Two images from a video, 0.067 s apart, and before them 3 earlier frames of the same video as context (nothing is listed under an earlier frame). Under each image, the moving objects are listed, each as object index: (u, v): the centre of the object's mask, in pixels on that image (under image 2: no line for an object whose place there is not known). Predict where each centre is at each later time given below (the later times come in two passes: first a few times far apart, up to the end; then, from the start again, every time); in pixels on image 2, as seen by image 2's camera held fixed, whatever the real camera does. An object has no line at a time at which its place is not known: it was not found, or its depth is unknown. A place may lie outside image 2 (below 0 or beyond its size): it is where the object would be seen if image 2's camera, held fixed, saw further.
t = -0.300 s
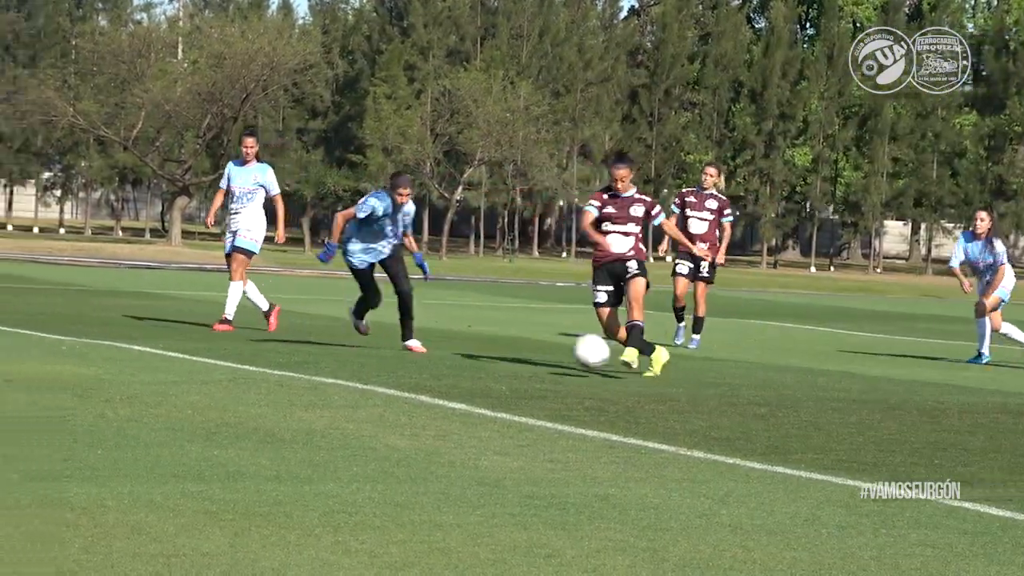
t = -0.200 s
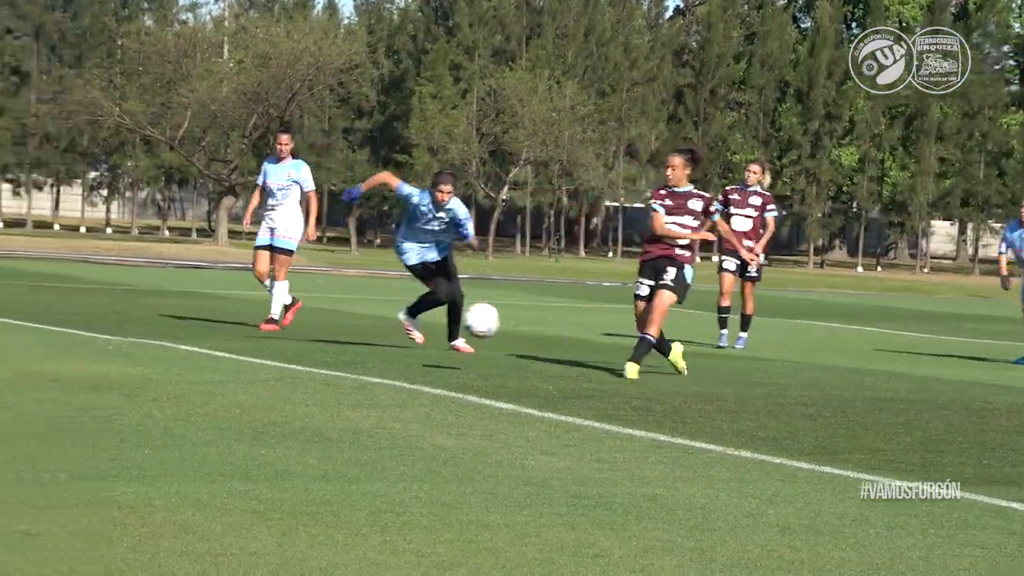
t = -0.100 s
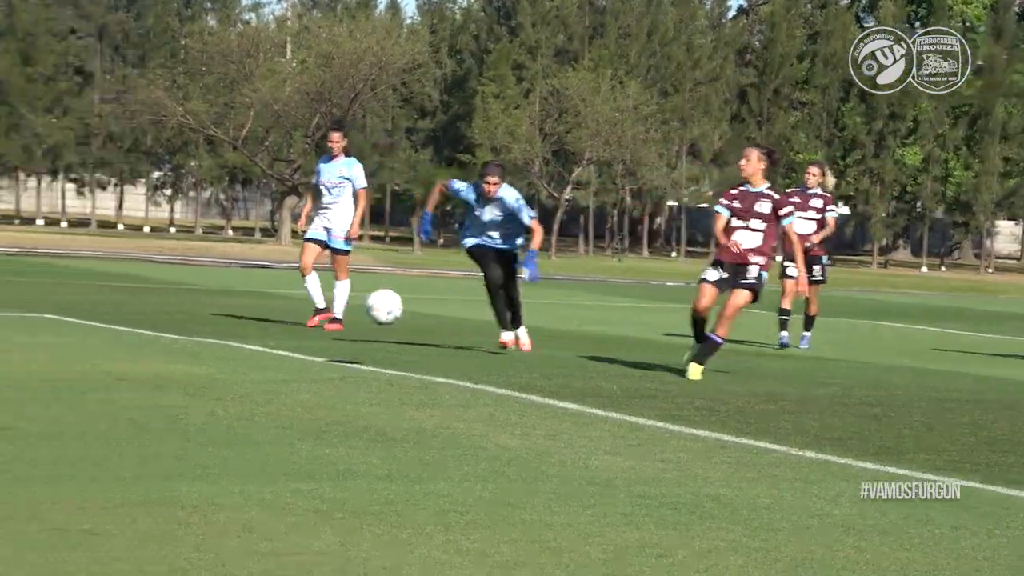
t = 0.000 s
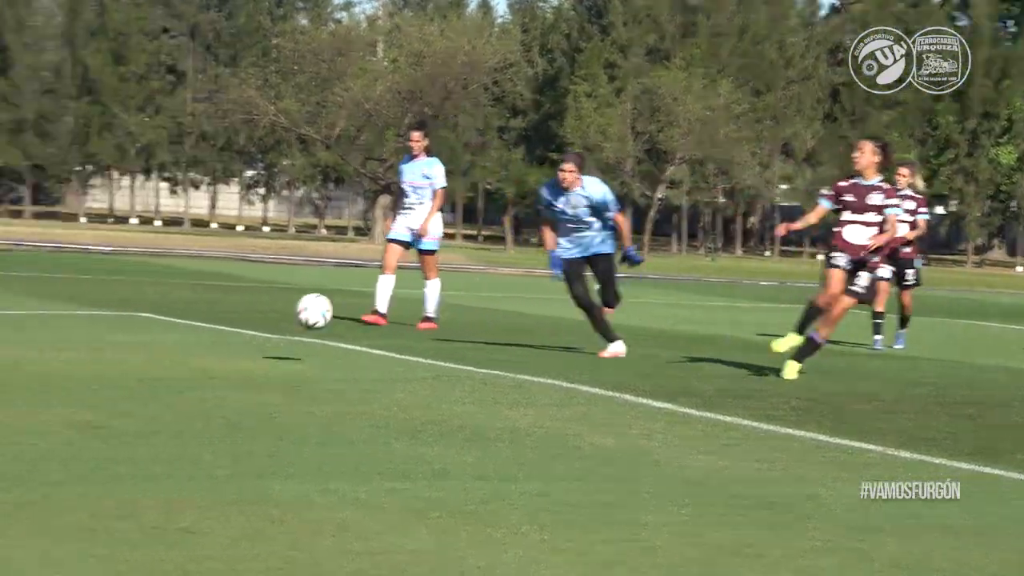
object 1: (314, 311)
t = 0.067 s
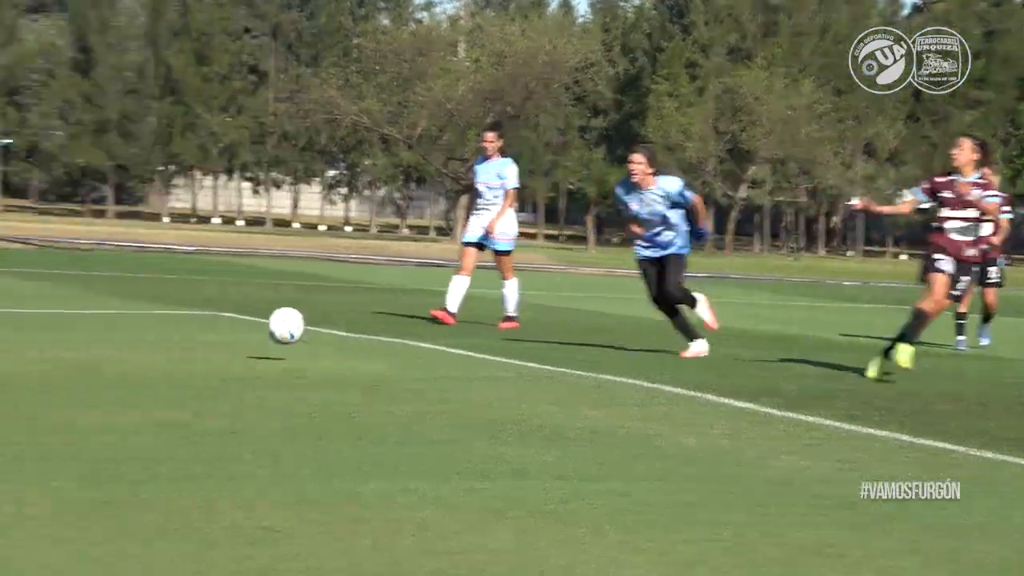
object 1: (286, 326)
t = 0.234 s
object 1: (57, 308)
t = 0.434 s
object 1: (-199, 303)
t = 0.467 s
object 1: (-242, 310)
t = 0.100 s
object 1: (229, 336)
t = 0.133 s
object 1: (179, 339)
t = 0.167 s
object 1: (140, 326)
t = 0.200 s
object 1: (98, 316)
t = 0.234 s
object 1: (57, 308)
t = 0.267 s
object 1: (17, 301)
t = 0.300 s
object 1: (-26, 298)
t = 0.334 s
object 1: (-68, 296)
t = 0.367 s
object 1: (-111, 296)
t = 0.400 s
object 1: (-154, 299)
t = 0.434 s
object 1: (-199, 303)
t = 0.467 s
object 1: (-242, 310)
